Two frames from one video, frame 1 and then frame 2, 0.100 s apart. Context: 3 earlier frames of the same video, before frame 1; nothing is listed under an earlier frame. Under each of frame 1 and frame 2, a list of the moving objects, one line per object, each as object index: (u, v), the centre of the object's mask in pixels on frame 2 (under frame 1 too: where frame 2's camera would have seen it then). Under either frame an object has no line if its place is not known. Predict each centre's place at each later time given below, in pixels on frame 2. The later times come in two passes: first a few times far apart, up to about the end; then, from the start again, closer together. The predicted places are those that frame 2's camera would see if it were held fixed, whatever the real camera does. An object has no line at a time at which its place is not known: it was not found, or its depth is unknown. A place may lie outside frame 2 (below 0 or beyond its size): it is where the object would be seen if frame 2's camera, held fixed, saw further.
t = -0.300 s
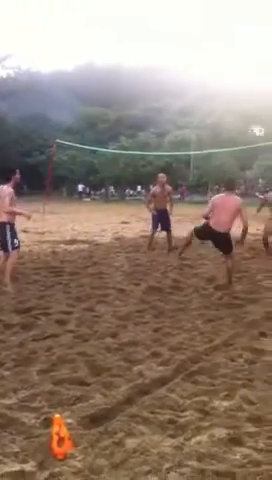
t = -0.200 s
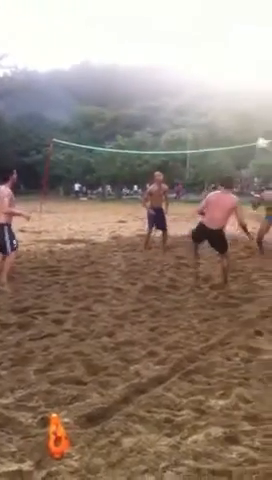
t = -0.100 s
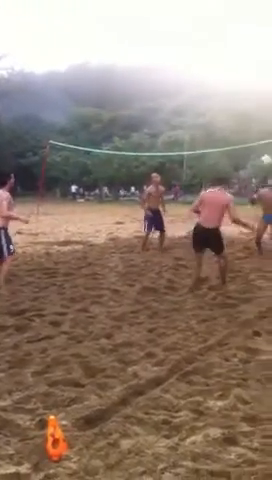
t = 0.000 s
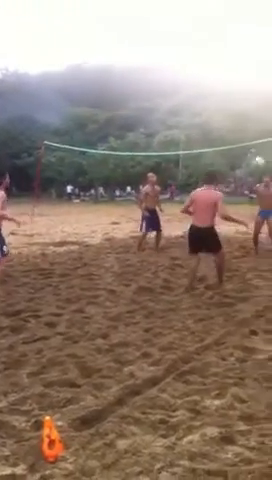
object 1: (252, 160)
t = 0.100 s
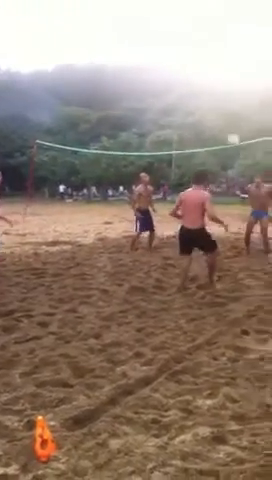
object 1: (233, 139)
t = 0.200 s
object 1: (212, 118)
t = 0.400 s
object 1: (166, 96)
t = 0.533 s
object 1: (131, 95)
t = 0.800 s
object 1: (47, 135)
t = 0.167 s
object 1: (220, 125)
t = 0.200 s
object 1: (212, 118)
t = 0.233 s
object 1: (206, 112)
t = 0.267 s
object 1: (199, 109)
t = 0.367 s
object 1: (174, 98)
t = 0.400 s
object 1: (166, 96)
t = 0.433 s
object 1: (158, 93)
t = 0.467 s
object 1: (147, 95)
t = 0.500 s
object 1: (139, 95)
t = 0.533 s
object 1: (131, 95)
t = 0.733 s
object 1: (70, 119)
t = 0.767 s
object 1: (58, 127)
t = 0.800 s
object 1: (47, 135)
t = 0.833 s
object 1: (36, 144)
